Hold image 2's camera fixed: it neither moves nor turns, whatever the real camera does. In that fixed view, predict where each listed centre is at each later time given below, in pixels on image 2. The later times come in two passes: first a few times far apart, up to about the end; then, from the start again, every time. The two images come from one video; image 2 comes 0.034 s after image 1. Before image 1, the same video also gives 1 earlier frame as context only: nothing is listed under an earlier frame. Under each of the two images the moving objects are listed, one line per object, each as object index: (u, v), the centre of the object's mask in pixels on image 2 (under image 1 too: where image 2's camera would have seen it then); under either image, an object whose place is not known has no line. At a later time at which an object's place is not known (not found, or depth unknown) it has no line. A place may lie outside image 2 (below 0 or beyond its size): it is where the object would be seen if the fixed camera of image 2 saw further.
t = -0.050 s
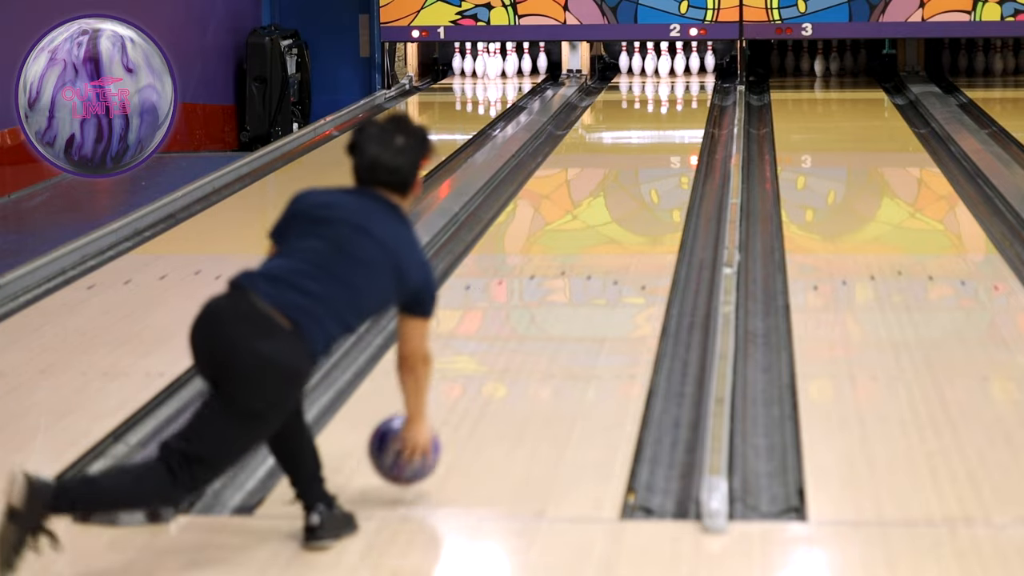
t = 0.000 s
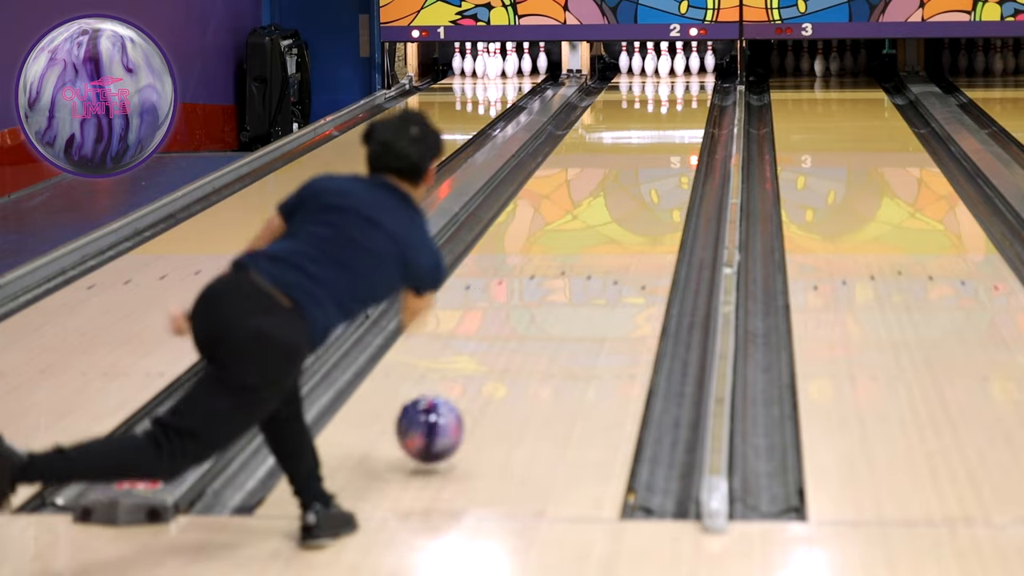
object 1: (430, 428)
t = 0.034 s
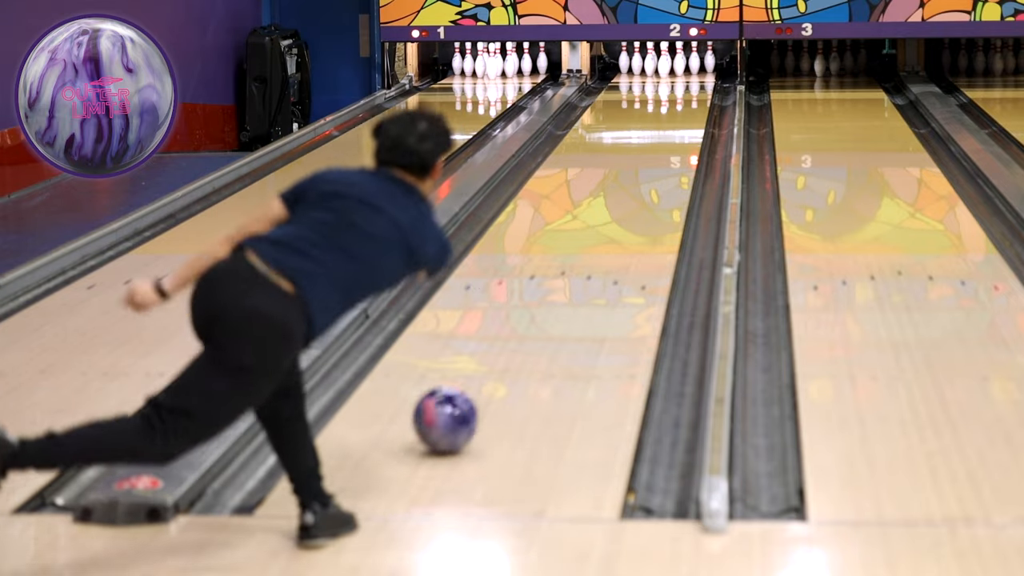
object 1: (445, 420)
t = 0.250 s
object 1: (524, 328)
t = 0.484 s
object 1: (582, 260)
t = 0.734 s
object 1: (625, 207)
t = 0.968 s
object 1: (653, 171)
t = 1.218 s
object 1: (674, 141)
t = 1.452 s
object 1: (687, 119)
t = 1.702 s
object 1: (694, 100)
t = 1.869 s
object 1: (694, 90)
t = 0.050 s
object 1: (452, 411)
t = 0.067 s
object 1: (460, 402)
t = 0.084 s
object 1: (466, 395)
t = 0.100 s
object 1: (473, 388)
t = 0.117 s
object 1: (480, 381)
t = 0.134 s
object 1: (486, 374)
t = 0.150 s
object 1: (492, 367)
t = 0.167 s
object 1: (497, 360)
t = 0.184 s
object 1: (503, 353)
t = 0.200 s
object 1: (509, 347)
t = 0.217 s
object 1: (514, 340)
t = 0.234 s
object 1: (519, 335)
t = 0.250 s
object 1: (524, 328)
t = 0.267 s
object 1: (529, 323)
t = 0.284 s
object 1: (534, 317)
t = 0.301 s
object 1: (538, 312)
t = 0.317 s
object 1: (543, 306)
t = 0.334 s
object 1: (547, 300)
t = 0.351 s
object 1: (551, 296)
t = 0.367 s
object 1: (556, 291)
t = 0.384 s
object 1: (560, 286)
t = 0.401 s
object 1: (564, 281)
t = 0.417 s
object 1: (567, 277)
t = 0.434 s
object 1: (571, 272)
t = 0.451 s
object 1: (575, 268)
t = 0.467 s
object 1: (578, 264)
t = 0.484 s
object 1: (582, 260)
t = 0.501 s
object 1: (585, 256)
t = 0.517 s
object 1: (588, 252)
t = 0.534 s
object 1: (592, 248)
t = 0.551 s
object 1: (595, 244)
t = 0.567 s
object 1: (598, 241)
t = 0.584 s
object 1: (601, 237)
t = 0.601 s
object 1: (604, 234)
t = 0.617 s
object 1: (607, 230)
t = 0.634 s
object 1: (609, 226)
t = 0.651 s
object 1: (612, 223)
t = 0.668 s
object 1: (615, 220)
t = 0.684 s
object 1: (617, 217)
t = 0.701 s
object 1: (620, 213)
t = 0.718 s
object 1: (622, 210)
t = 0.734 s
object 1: (625, 207)
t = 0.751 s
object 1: (626, 205)
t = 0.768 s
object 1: (629, 202)
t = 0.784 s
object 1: (631, 199)
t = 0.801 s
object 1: (634, 196)
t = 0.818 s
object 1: (636, 193)
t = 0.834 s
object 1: (638, 191)
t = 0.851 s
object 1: (640, 188)
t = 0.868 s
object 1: (642, 186)
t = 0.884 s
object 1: (644, 183)
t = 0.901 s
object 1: (646, 181)
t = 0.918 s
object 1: (648, 179)
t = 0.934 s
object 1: (649, 176)
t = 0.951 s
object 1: (651, 174)
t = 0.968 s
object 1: (653, 171)
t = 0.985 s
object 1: (654, 169)
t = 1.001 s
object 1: (656, 167)
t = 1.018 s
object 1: (658, 164)
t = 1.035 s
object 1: (660, 162)
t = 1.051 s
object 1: (661, 160)
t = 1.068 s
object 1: (663, 158)
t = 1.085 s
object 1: (664, 156)
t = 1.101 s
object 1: (665, 154)
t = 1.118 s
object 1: (667, 152)
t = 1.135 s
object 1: (668, 151)
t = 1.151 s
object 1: (669, 149)
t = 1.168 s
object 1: (671, 147)
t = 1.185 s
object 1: (672, 145)
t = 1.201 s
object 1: (673, 143)
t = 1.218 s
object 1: (674, 141)
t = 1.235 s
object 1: (675, 140)
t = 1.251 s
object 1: (677, 138)
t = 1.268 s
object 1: (678, 136)
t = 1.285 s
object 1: (678, 135)
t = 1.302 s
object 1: (679, 133)
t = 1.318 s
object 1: (680, 131)
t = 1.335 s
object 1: (681, 130)
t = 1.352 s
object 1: (682, 128)
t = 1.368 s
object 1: (683, 127)
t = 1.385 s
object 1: (684, 125)
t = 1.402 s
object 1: (685, 124)
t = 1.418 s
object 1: (686, 122)
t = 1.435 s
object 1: (686, 121)
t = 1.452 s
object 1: (687, 119)
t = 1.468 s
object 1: (688, 118)
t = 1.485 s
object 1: (689, 117)
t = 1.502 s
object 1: (689, 115)
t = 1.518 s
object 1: (690, 114)
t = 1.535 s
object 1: (690, 113)
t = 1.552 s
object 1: (690, 111)
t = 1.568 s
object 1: (691, 110)
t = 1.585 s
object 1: (692, 109)
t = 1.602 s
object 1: (692, 108)
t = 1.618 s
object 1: (693, 106)
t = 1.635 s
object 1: (693, 105)
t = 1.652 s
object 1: (694, 104)
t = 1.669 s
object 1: (694, 103)
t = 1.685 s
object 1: (694, 101)
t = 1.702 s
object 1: (694, 100)
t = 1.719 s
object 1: (694, 99)
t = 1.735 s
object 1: (695, 97)
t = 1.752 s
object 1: (695, 97)
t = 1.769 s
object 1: (695, 96)
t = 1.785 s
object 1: (695, 95)
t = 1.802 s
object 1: (695, 94)
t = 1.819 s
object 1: (695, 93)
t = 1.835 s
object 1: (694, 92)
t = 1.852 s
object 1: (694, 91)
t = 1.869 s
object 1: (694, 90)
